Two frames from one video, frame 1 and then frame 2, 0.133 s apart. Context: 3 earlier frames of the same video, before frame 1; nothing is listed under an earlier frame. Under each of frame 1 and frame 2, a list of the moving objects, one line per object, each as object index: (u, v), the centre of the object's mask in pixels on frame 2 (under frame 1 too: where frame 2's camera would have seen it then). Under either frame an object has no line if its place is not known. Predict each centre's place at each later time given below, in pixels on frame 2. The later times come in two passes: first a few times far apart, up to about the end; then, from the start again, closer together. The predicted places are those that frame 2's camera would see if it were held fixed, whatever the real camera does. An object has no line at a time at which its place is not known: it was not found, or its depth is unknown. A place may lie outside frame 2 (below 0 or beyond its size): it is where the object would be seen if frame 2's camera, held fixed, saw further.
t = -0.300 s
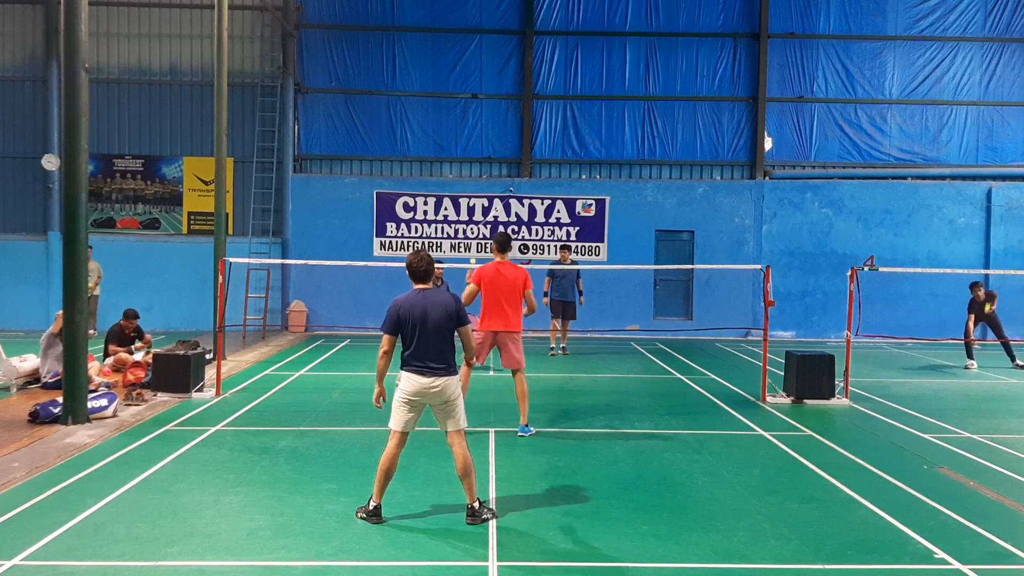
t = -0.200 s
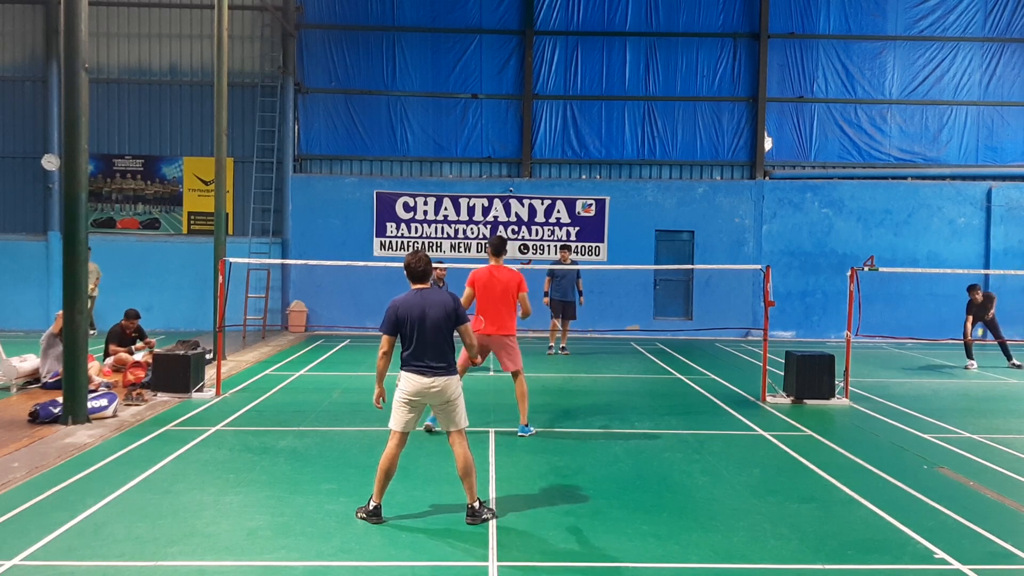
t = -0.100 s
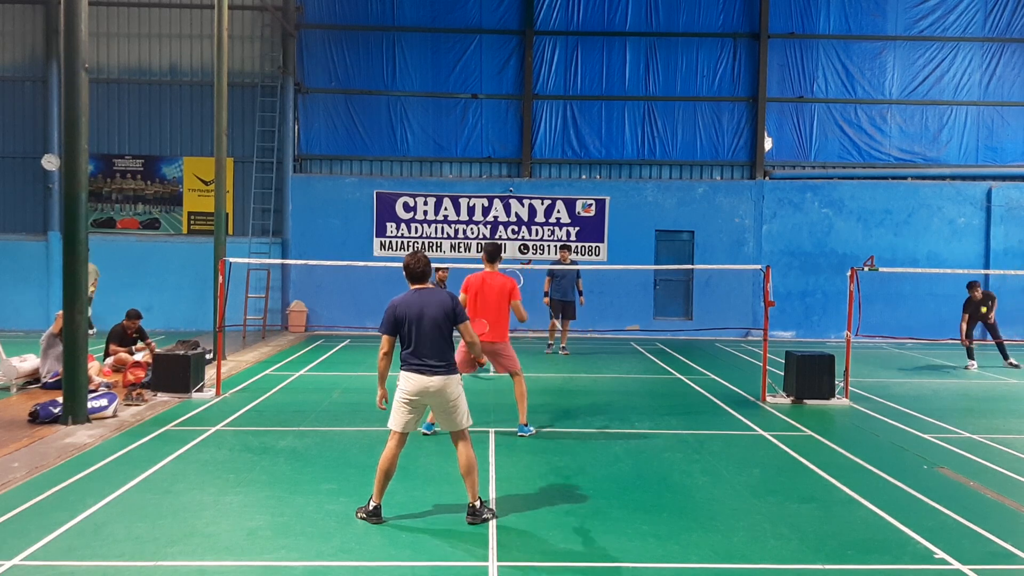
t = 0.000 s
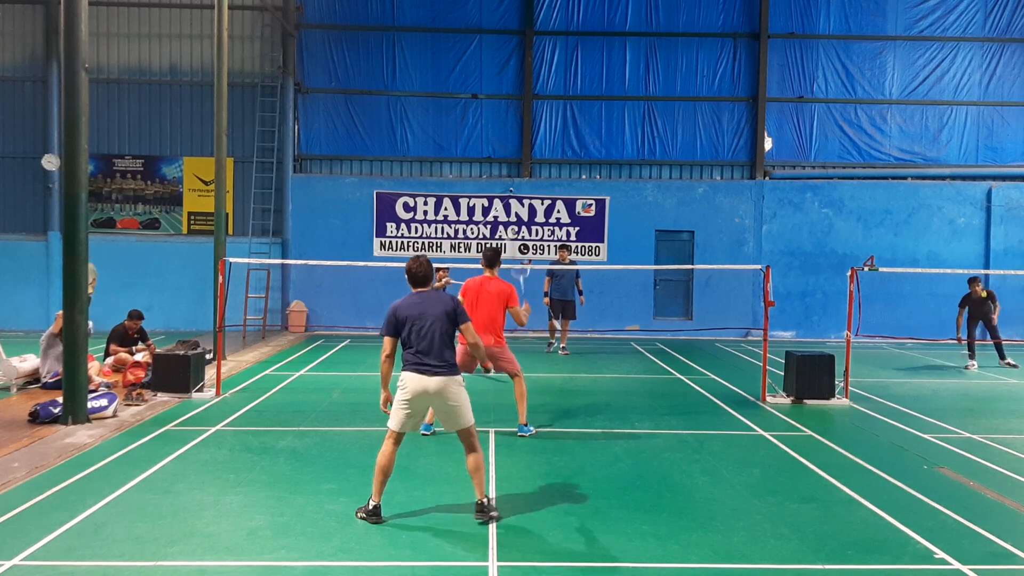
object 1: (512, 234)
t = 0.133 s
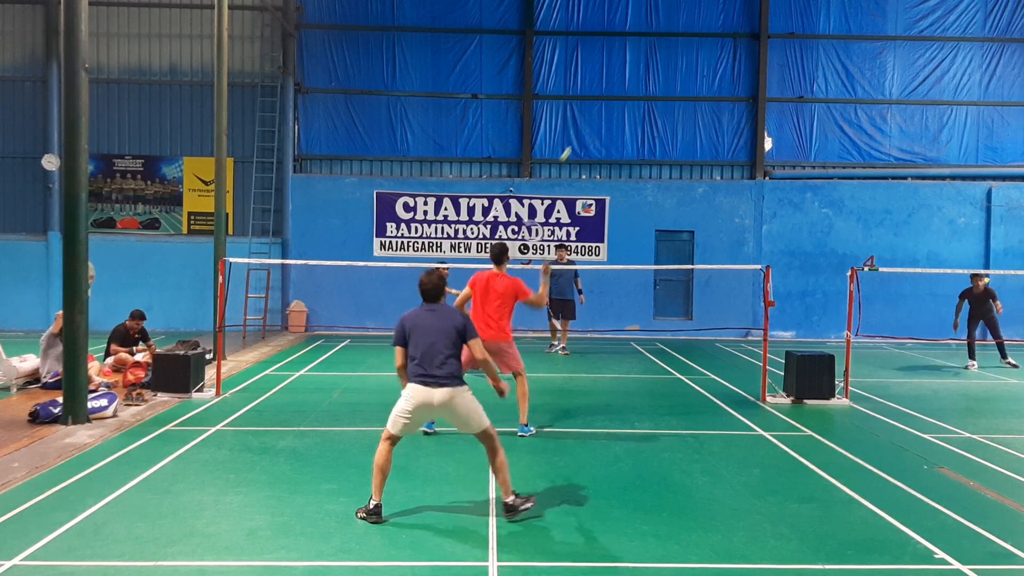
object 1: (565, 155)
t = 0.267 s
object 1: (617, 92)
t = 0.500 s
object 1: (703, 32)
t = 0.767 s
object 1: (800, 48)
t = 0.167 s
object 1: (579, 137)
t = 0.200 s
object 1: (591, 121)
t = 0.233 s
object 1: (604, 106)
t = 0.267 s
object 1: (617, 92)
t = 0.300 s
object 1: (629, 80)
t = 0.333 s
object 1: (642, 69)
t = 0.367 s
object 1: (654, 59)
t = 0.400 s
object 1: (666, 50)
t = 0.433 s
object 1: (678, 43)
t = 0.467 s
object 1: (691, 37)
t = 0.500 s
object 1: (703, 32)
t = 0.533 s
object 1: (715, 29)
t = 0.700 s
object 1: (776, 34)
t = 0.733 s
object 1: (788, 40)
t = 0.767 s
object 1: (800, 48)
